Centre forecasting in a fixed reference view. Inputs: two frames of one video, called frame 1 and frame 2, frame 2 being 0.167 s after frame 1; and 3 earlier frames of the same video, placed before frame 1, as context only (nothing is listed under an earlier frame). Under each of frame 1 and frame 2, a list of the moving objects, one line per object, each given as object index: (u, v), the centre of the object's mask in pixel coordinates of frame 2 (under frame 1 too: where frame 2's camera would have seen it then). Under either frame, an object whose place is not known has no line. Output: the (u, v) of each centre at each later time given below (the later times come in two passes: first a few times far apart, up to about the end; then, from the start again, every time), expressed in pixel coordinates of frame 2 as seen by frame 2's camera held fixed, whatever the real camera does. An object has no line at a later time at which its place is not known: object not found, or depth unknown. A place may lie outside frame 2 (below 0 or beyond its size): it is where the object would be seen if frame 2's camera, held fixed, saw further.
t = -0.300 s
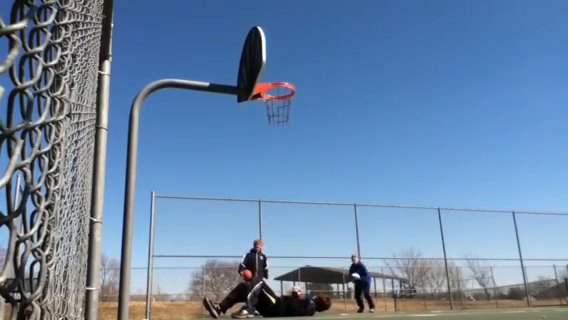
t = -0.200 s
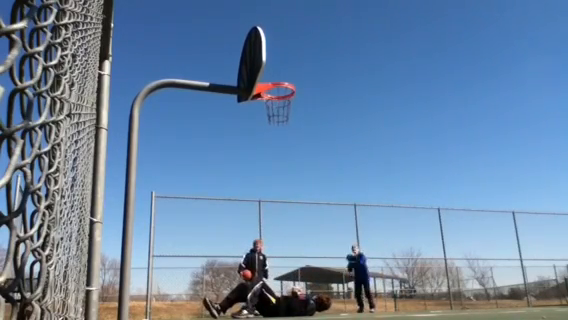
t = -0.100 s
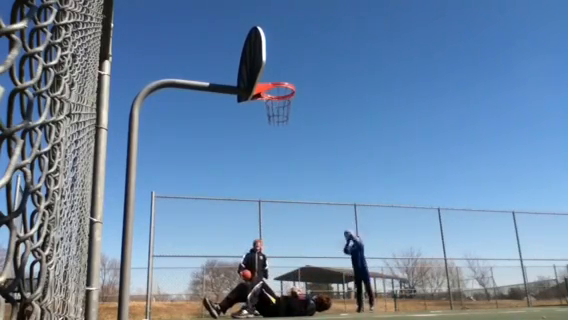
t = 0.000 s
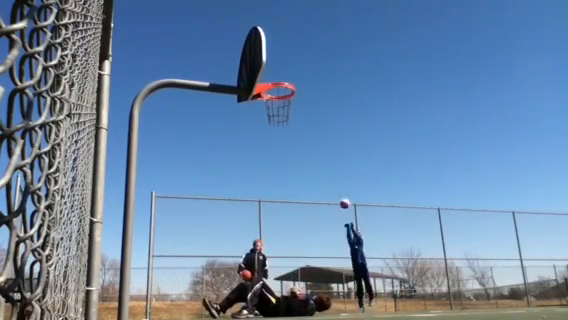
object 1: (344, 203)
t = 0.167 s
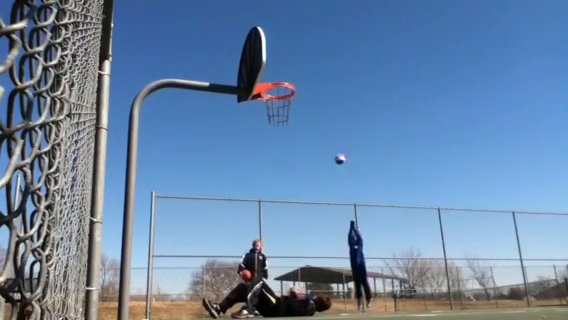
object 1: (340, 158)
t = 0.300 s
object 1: (336, 130)
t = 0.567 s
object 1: (330, 89)
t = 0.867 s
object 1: (325, 74)
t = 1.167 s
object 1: (321, 104)
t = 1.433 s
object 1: (321, 194)
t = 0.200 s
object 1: (339, 151)
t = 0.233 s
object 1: (338, 144)
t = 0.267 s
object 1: (337, 136)
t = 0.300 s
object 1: (336, 130)
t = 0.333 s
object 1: (335, 123)
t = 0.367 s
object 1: (334, 117)
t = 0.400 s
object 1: (333, 112)
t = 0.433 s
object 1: (332, 106)
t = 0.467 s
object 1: (332, 101)
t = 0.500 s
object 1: (331, 96)
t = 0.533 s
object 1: (330, 93)
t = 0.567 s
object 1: (330, 89)
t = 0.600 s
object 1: (329, 85)
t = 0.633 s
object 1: (328, 82)
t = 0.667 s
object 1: (328, 80)
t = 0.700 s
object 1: (327, 78)
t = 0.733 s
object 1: (327, 76)
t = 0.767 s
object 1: (326, 75)
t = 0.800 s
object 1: (325, 74)
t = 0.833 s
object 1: (325, 74)
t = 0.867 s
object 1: (325, 74)
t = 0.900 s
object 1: (324, 75)
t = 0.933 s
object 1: (323, 76)
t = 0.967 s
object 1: (323, 78)
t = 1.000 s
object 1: (323, 80)
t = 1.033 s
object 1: (322, 84)
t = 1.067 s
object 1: (322, 88)
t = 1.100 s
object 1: (322, 92)
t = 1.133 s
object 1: (322, 98)
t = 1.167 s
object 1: (321, 104)
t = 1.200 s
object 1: (321, 111)
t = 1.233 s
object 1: (321, 119)
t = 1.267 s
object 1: (321, 129)
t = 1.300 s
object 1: (321, 140)
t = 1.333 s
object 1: (321, 151)
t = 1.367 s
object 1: (321, 164)
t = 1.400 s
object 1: (321, 178)
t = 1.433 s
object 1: (321, 194)
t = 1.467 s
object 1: (321, 212)
